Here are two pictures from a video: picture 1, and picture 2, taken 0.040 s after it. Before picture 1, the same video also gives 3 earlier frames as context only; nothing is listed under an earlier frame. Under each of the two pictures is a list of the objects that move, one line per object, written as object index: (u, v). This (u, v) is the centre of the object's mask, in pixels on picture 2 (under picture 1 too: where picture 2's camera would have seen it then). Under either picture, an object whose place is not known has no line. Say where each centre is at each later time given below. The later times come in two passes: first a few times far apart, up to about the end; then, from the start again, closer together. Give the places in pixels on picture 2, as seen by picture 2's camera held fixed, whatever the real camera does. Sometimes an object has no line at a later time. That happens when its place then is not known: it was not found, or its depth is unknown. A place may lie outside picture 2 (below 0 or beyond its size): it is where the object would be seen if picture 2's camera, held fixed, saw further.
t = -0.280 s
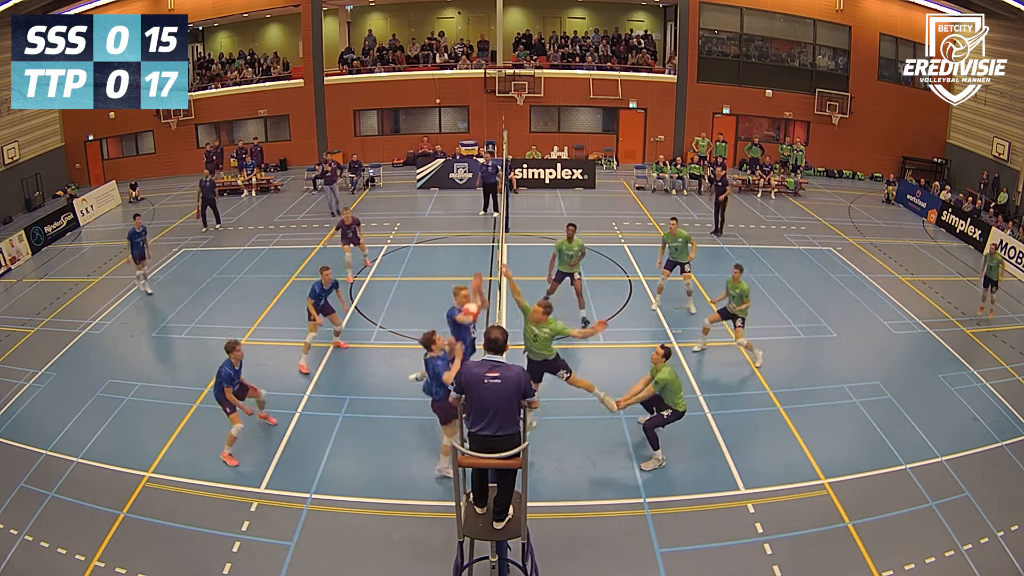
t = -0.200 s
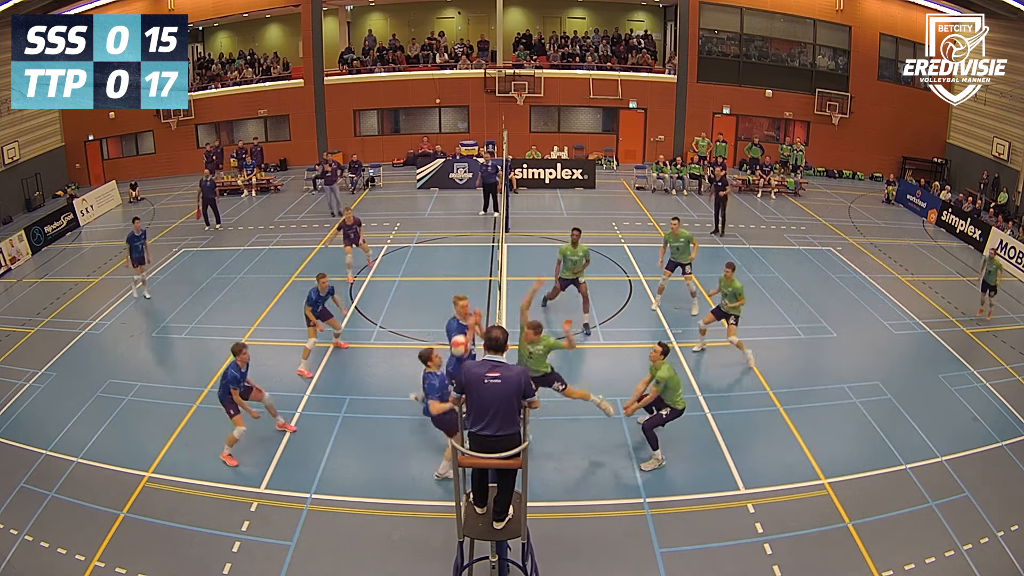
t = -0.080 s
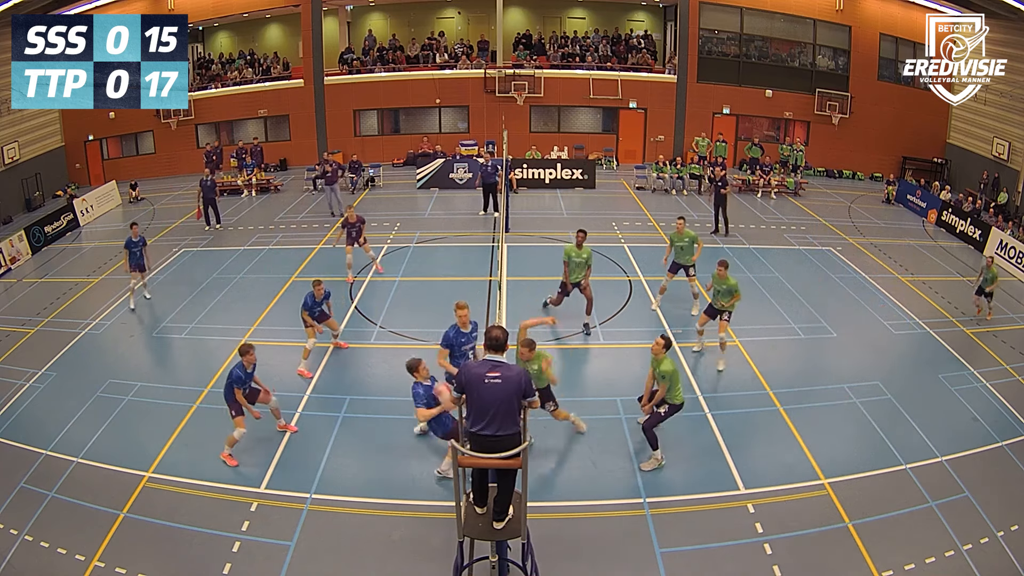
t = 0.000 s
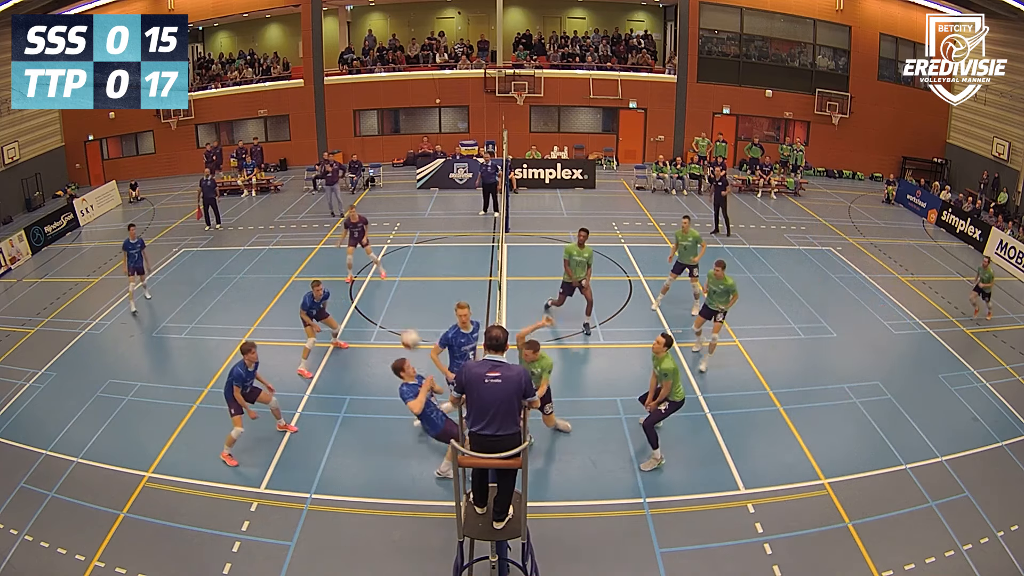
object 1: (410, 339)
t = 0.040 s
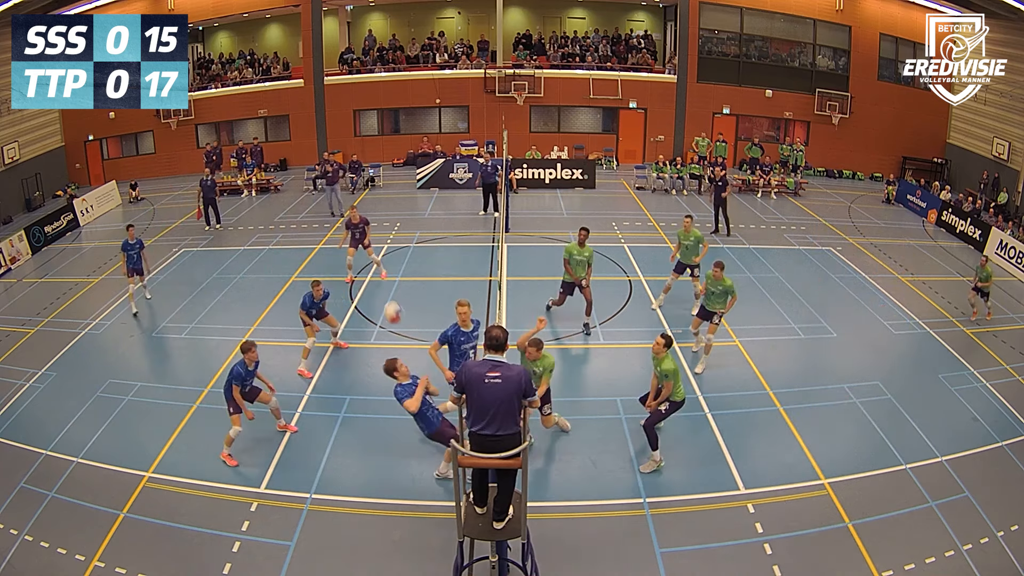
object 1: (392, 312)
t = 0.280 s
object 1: (300, 187)
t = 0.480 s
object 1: (237, 132)
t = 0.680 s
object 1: (189, 117)
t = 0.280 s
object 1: (300, 187)
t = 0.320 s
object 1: (287, 172)
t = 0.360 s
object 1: (274, 160)
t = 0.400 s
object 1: (262, 149)
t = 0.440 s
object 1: (250, 139)
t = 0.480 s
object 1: (237, 132)
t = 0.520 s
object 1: (227, 126)
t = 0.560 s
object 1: (217, 120)
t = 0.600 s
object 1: (207, 118)
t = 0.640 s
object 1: (198, 117)
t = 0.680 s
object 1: (189, 117)
